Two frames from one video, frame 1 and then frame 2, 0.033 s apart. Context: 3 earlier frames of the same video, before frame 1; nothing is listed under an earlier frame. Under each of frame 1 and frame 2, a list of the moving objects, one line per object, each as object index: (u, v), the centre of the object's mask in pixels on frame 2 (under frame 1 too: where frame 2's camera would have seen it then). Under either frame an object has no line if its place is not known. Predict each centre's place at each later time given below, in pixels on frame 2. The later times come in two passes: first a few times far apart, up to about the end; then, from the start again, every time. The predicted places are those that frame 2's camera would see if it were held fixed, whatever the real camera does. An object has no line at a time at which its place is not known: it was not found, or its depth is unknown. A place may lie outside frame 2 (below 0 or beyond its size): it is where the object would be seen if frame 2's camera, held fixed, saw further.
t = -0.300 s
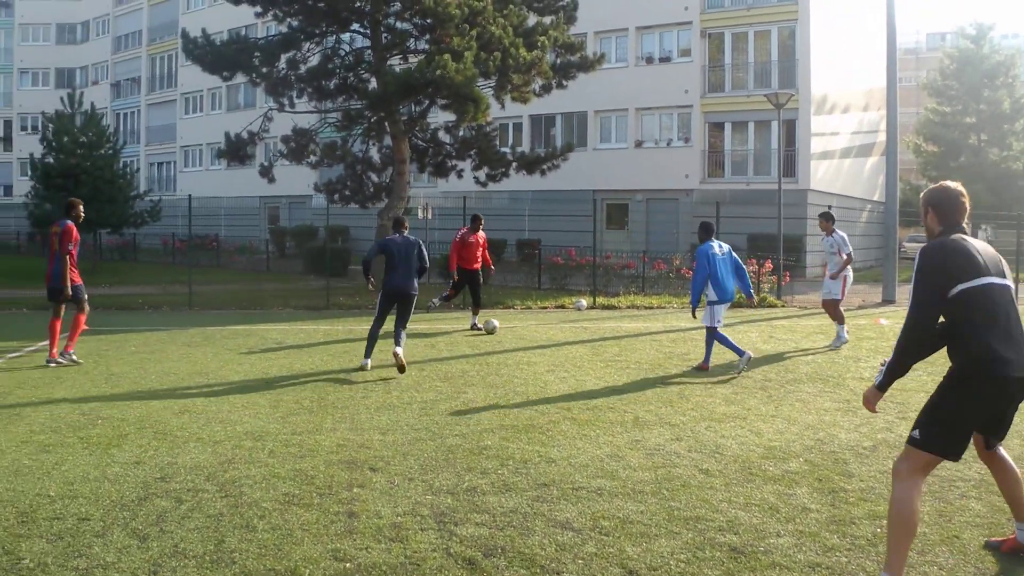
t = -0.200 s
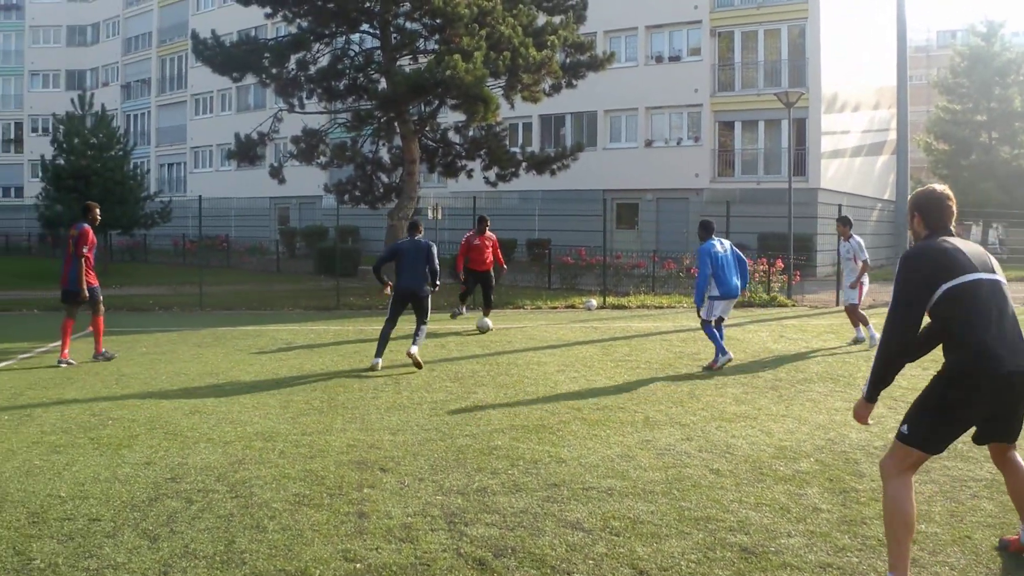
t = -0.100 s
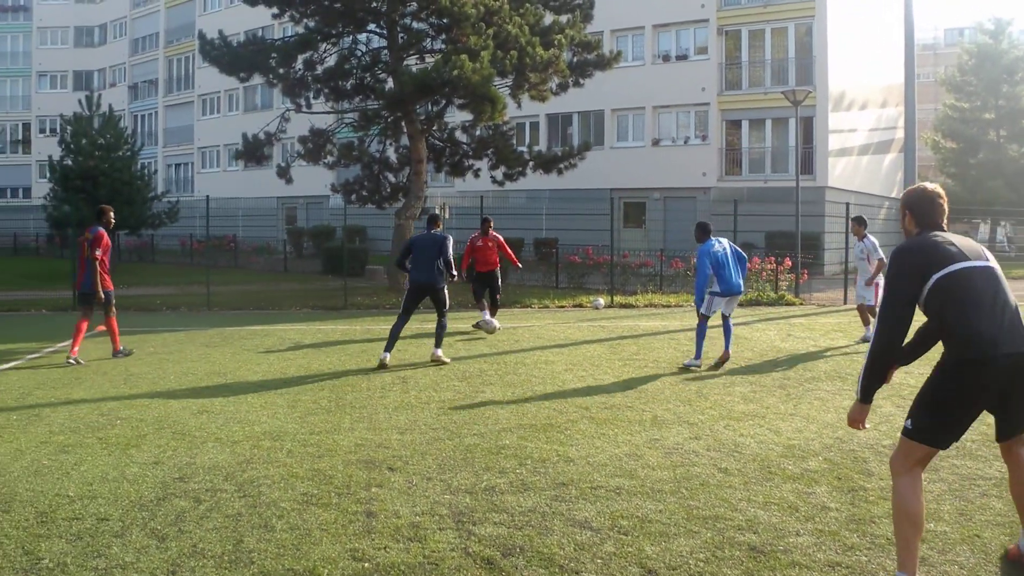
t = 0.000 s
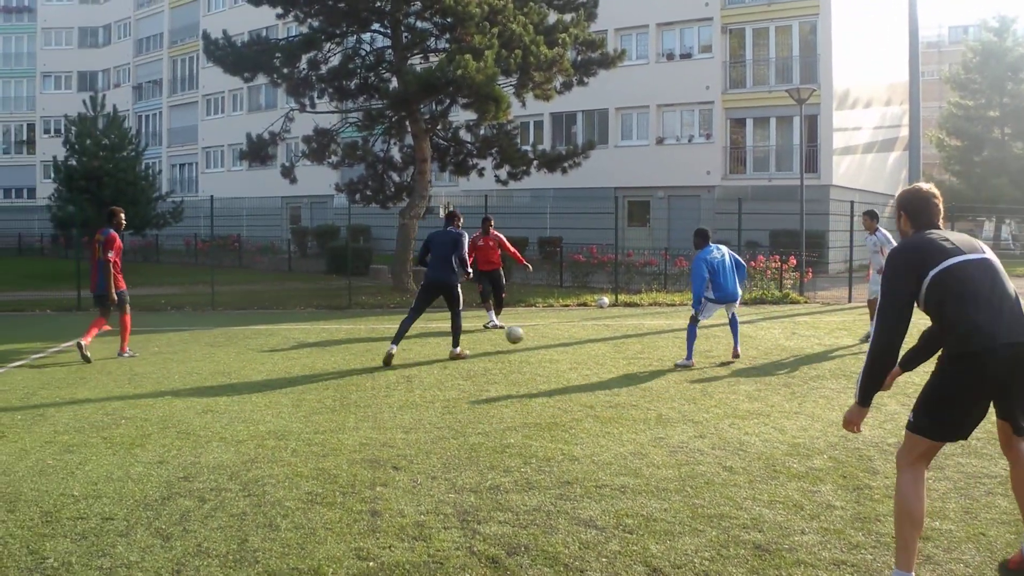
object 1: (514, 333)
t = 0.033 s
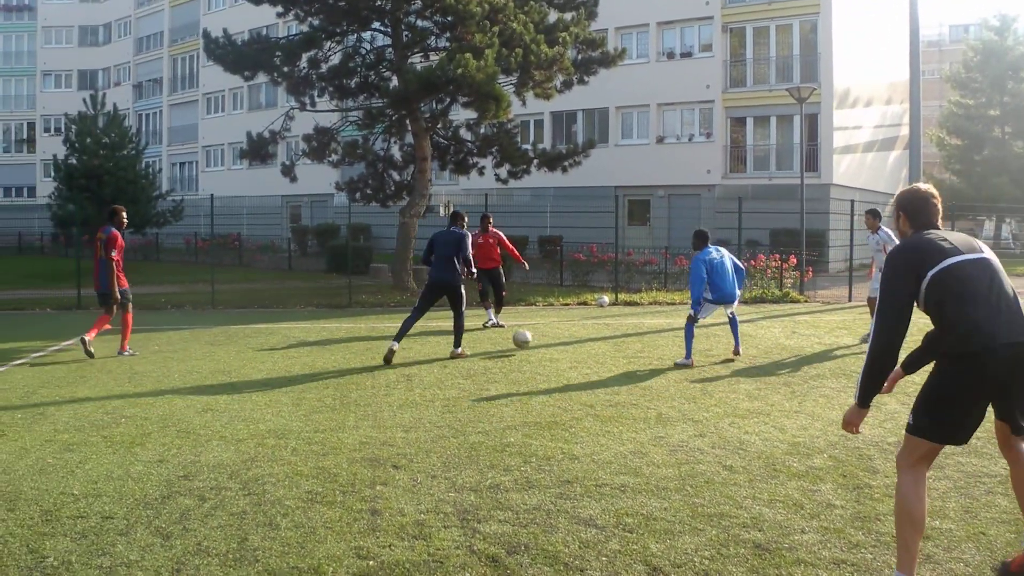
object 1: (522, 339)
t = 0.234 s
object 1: (568, 368)
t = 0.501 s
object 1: (651, 429)
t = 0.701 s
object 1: (744, 507)
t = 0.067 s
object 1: (530, 345)
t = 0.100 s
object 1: (537, 354)
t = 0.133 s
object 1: (545, 358)
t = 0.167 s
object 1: (552, 360)
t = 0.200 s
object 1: (559, 363)
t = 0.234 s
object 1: (568, 368)
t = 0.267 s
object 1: (577, 373)
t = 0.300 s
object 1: (587, 383)
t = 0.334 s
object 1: (597, 394)
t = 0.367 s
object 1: (607, 407)
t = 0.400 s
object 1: (617, 412)
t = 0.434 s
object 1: (627, 416)
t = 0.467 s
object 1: (639, 421)
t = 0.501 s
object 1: (651, 429)
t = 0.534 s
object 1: (664, 440)
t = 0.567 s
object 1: (679, 455)
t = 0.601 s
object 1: (695, 472)
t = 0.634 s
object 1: (712, 494)
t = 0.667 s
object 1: (728, 500)
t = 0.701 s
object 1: (744, 507)
